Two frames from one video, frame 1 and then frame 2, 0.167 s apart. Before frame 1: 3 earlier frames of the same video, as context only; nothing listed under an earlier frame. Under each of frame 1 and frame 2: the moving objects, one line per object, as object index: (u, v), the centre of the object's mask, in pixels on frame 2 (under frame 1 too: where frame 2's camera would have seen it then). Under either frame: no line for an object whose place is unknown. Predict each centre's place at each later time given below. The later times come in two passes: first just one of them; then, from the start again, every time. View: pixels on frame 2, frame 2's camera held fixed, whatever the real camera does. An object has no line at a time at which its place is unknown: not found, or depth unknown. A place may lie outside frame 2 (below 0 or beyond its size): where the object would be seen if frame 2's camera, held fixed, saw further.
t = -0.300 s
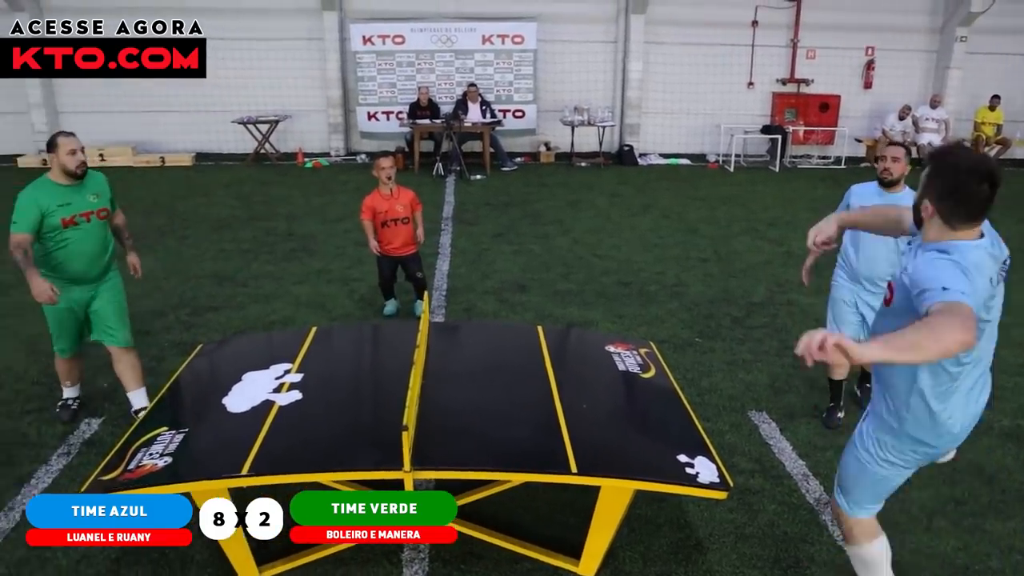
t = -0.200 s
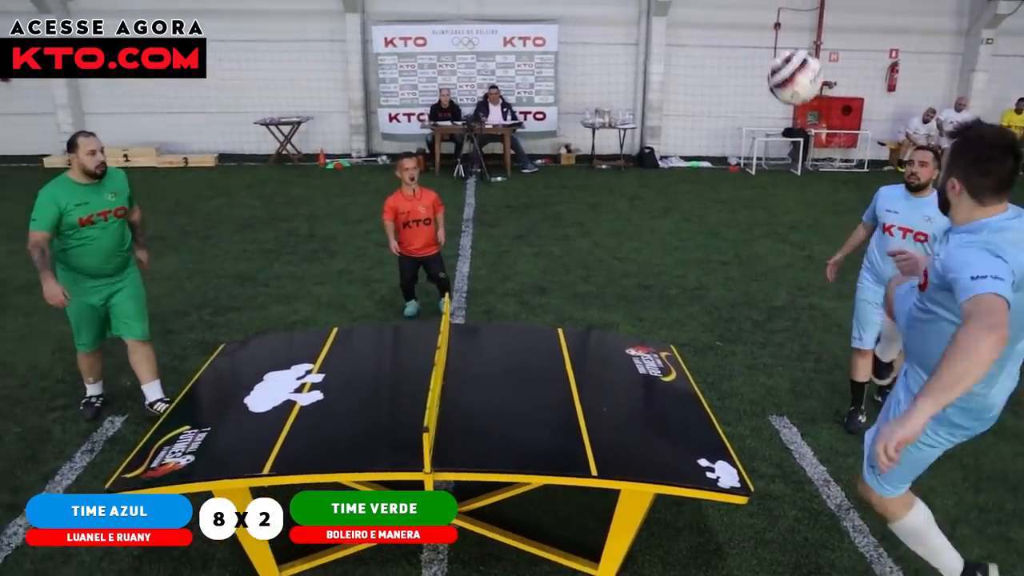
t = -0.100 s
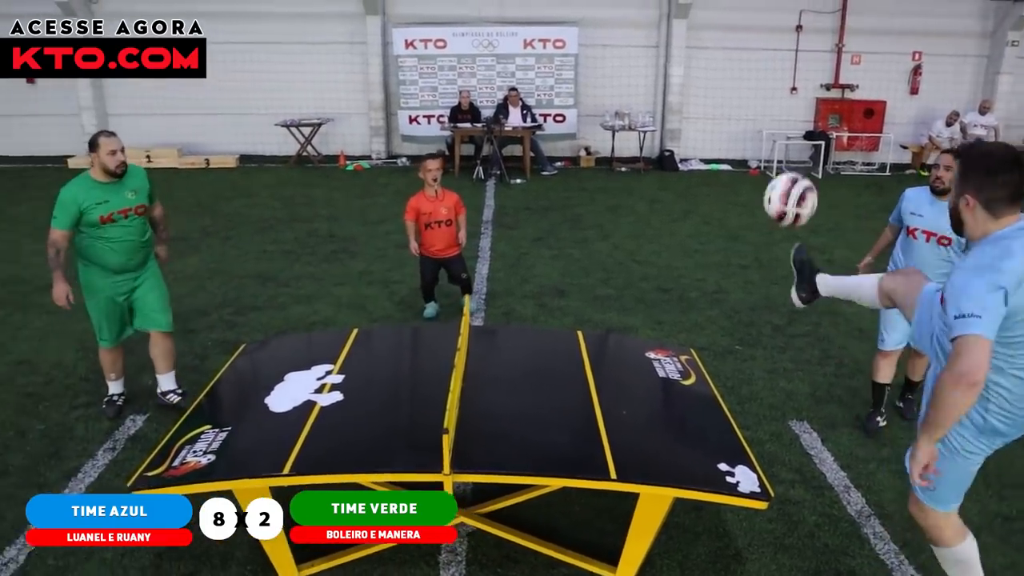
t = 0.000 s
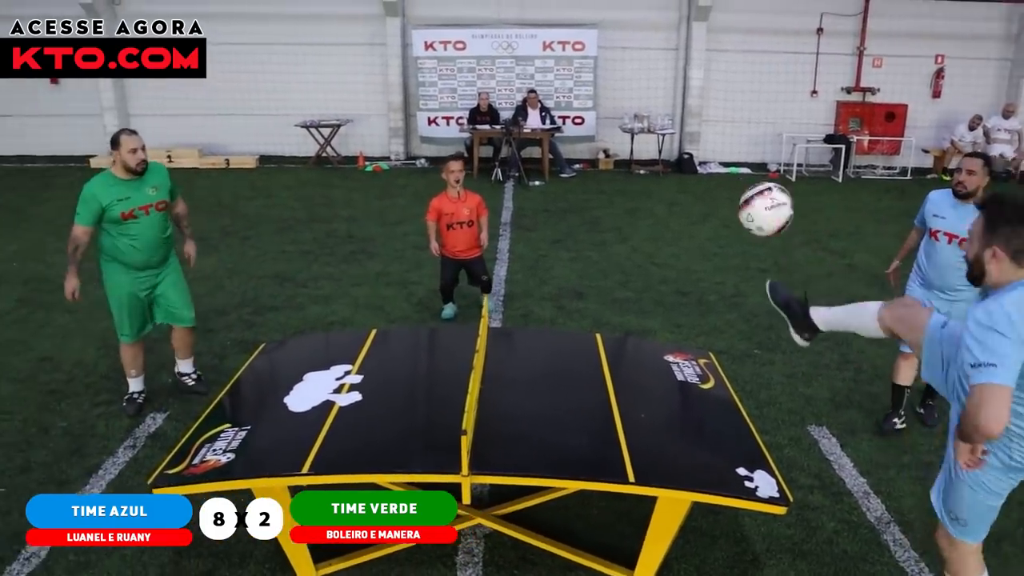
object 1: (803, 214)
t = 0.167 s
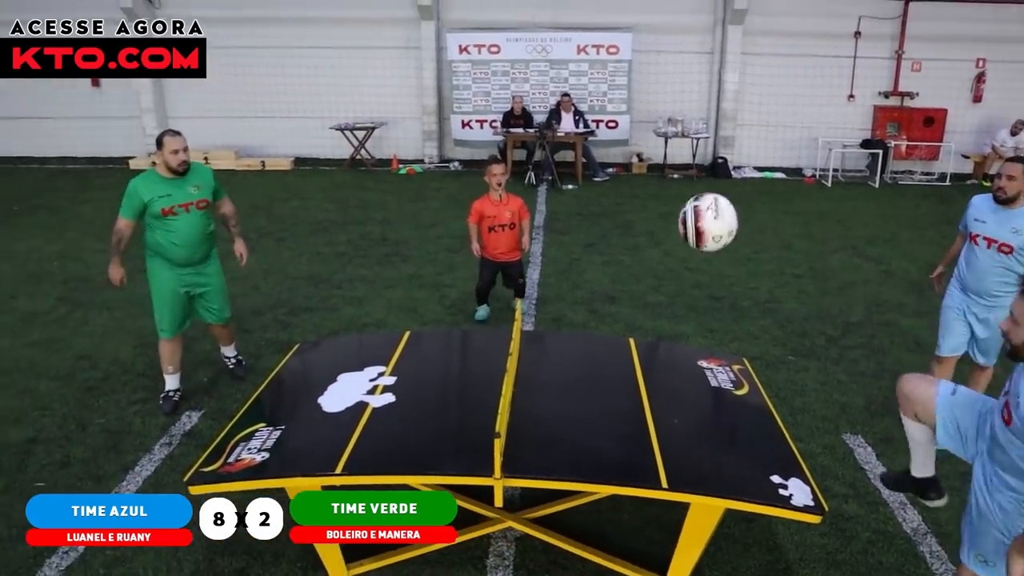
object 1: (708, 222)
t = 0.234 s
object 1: (665, 245)
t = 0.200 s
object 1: (687, 232)
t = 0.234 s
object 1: (665, 245)
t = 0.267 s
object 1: (642, 260)
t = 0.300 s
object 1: (620, 279)
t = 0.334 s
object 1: (597, 302)
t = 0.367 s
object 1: (572, 328)
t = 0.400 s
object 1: (549, 356)
